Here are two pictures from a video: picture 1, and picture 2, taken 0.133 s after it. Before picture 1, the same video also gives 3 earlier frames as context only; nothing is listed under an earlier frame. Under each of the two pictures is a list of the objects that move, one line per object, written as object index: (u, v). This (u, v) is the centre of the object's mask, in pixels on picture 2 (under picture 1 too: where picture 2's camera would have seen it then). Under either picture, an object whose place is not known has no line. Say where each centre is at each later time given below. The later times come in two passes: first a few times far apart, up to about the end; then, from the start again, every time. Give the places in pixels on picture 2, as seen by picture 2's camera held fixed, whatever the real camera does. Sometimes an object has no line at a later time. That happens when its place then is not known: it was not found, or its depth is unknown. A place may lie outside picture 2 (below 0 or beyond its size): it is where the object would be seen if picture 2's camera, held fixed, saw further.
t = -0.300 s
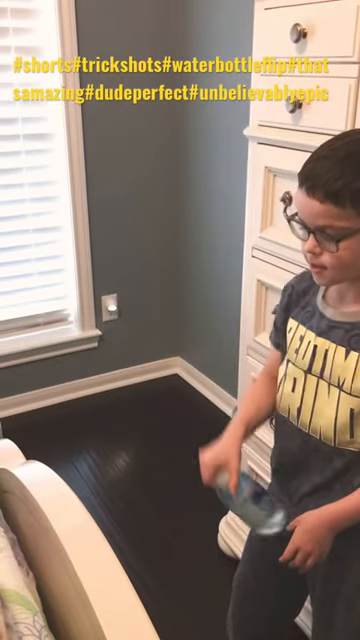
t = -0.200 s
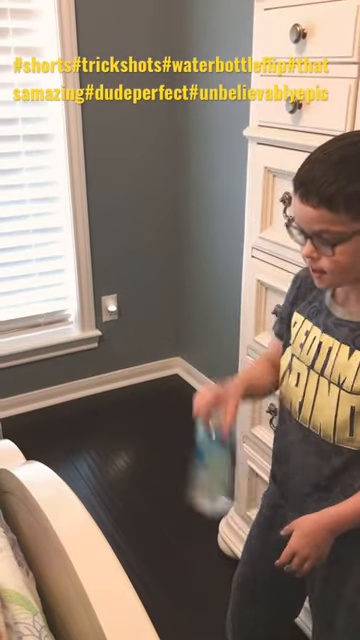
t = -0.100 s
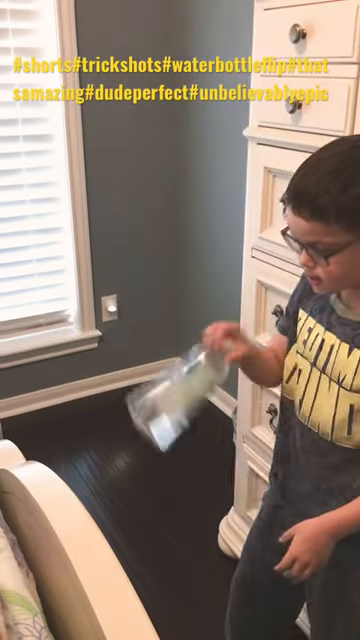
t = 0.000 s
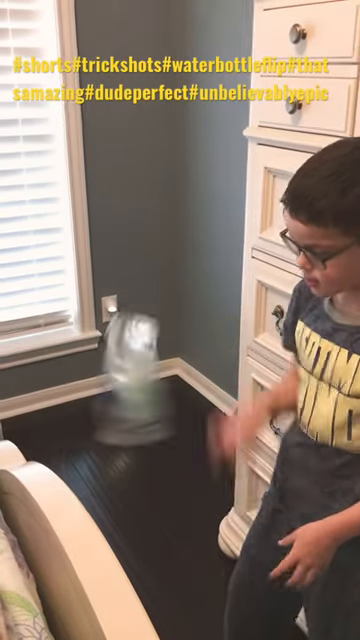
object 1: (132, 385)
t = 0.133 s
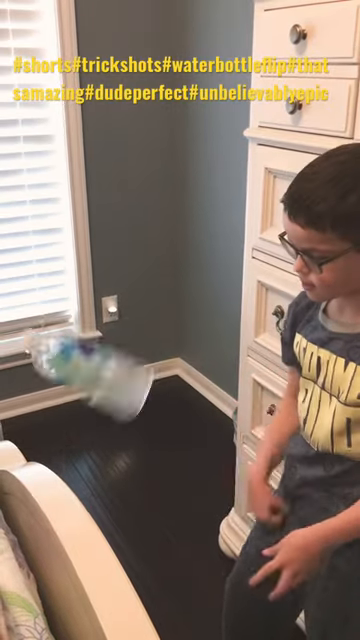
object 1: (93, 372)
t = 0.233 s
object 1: (72, 454)
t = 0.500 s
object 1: (56, 455)
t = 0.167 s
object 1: (85, 399)
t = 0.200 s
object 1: (78, 426)
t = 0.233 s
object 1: (72, 454)
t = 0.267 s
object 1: (70, 459)
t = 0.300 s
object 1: (62, 458)
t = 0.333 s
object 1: (57, 459)
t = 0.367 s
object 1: (57, 459)
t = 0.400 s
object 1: (59, 458)
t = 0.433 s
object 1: (58, 457)
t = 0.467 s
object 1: (57, 456)
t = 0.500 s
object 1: (56, 455)
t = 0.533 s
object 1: (55, 453)
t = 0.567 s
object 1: (55, 453)
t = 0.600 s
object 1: (55, 454)
